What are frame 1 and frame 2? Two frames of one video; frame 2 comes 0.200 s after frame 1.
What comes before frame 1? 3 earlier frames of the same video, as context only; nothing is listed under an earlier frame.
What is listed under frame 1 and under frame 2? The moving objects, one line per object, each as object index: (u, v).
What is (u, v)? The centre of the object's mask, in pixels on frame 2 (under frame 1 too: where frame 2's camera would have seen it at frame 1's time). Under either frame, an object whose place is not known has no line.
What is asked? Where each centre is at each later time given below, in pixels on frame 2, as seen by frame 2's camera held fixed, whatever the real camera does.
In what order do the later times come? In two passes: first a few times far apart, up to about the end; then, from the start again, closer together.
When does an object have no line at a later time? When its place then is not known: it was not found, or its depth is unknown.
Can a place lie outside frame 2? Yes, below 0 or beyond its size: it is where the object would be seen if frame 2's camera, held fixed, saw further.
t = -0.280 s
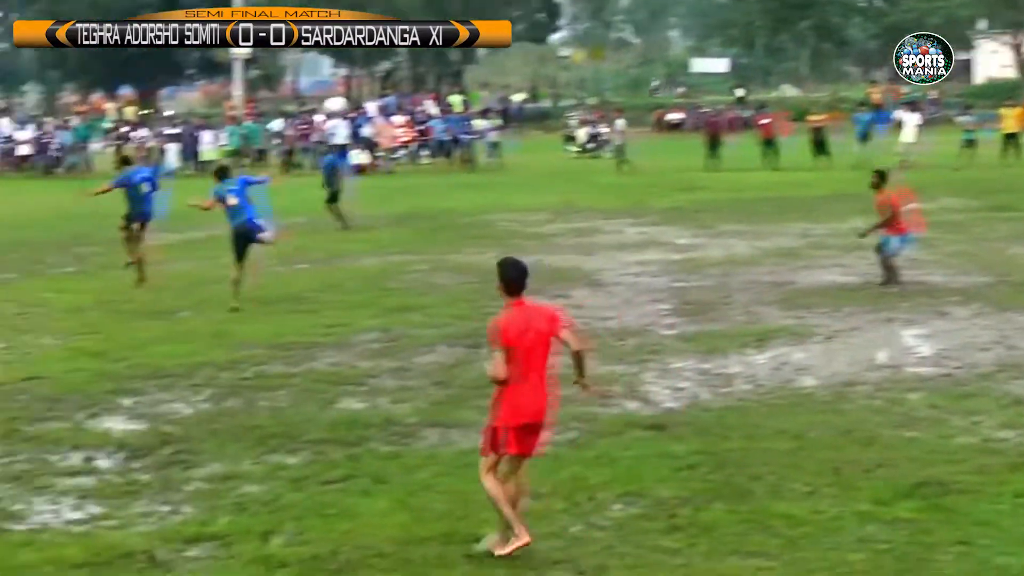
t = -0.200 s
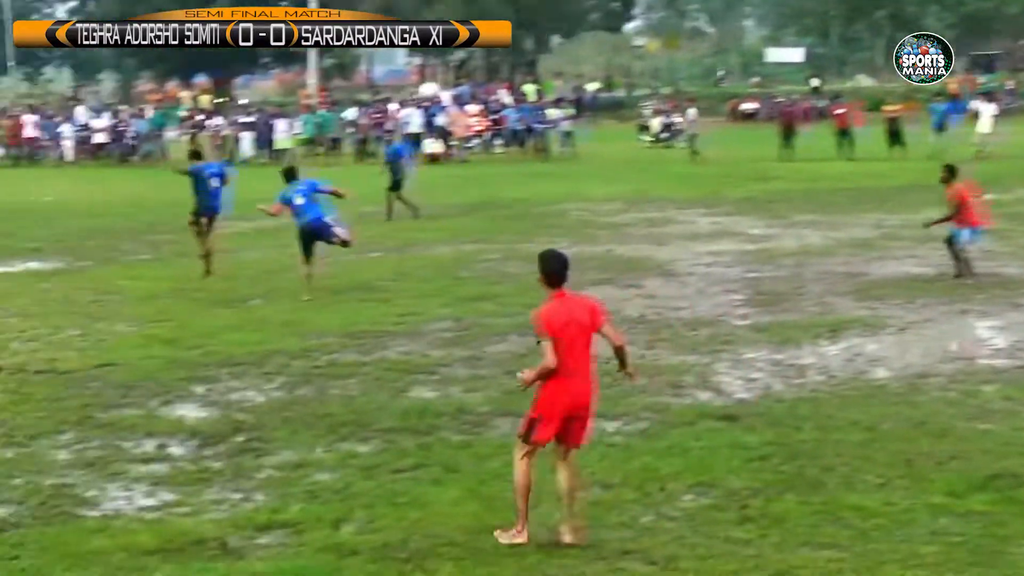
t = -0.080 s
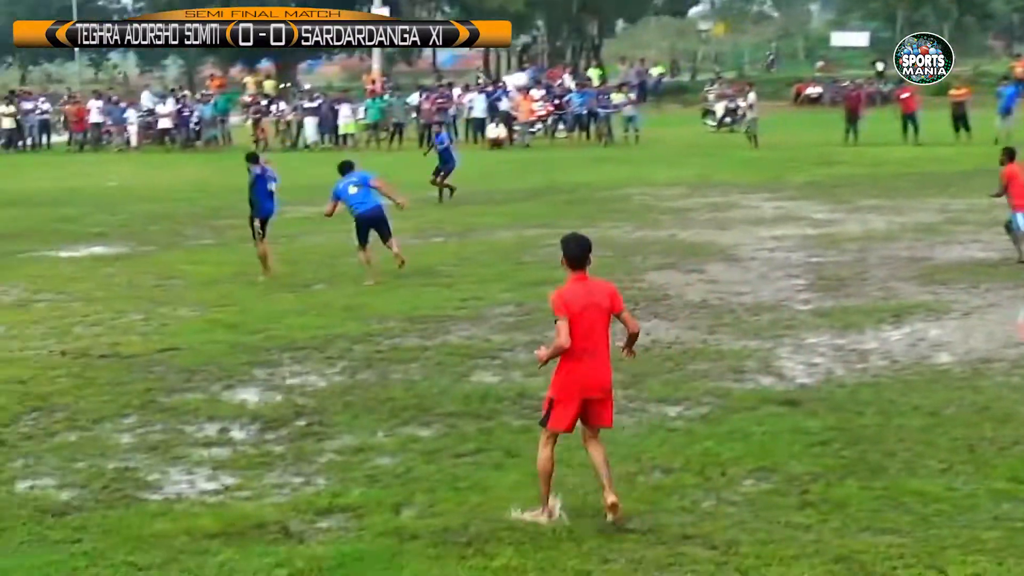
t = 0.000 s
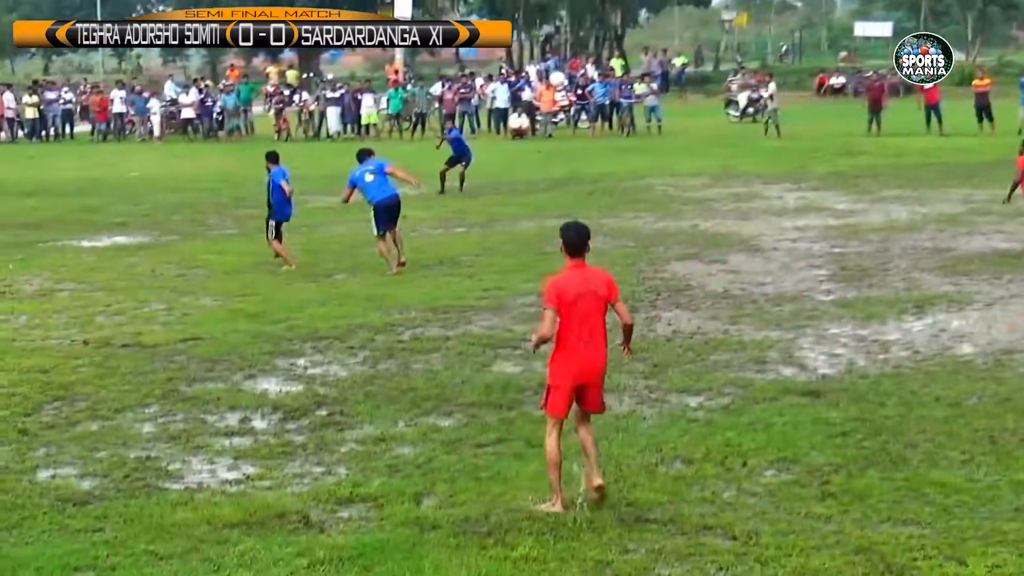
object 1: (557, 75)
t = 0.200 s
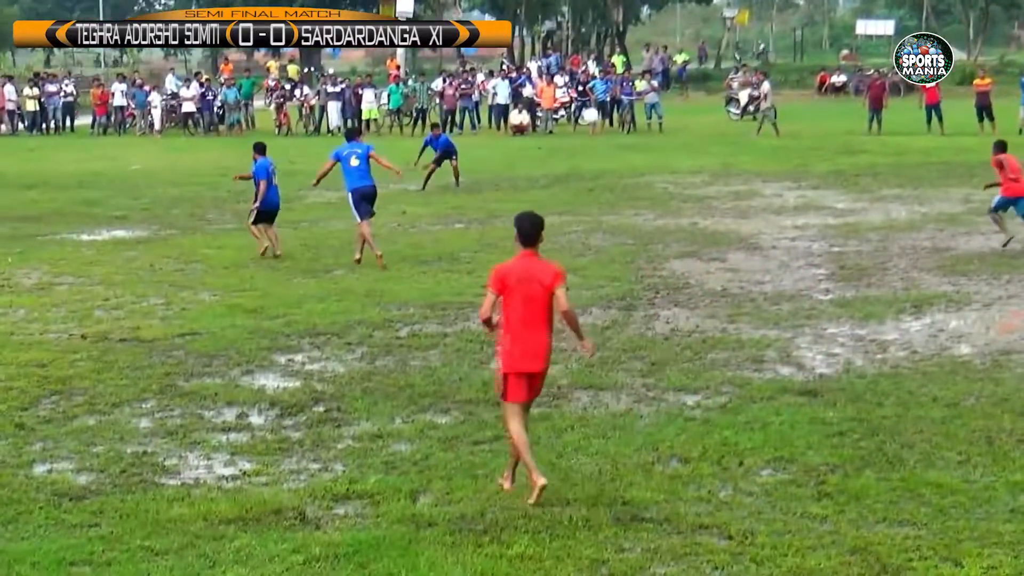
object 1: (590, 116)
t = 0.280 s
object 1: (602, 137)
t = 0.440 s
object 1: (621, 190)
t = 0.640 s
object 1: (628, 190)
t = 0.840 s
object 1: (632, 189)
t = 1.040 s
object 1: (638, 188)
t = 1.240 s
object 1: (641, 187)
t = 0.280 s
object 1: (602, 137)
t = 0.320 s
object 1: (606, 149)
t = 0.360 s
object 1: (612, 162)
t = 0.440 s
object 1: (621, 190)
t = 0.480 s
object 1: (623, 190)
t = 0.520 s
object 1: (625, 189)
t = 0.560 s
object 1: (626, 189)
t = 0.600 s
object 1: (627, 190)
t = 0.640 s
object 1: (628, 190)
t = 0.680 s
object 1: (629, 189)
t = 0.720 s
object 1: (630, 189)
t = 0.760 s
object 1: (631, 188)
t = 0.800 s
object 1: (632, 189)
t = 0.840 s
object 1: (632, 189)
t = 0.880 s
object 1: (634, 188)
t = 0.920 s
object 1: (635, 188)
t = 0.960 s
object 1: (636, 189)
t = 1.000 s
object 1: (637, 188)
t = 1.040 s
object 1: (638, 188)
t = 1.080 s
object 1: (639, 188)
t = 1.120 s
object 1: (640, 188)
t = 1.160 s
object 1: (640, 188)
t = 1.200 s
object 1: (641, 187)
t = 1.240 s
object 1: (641, 187)
